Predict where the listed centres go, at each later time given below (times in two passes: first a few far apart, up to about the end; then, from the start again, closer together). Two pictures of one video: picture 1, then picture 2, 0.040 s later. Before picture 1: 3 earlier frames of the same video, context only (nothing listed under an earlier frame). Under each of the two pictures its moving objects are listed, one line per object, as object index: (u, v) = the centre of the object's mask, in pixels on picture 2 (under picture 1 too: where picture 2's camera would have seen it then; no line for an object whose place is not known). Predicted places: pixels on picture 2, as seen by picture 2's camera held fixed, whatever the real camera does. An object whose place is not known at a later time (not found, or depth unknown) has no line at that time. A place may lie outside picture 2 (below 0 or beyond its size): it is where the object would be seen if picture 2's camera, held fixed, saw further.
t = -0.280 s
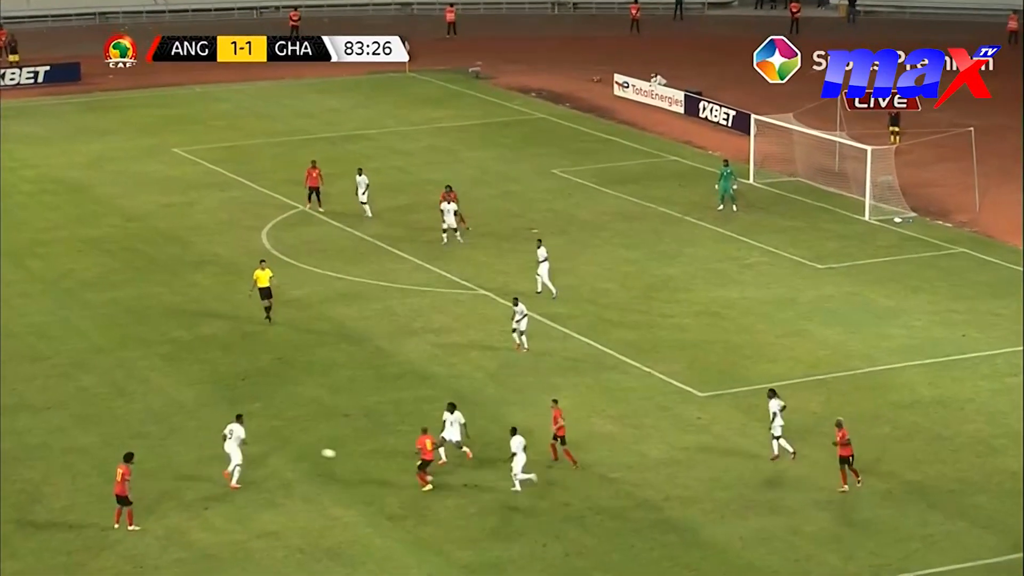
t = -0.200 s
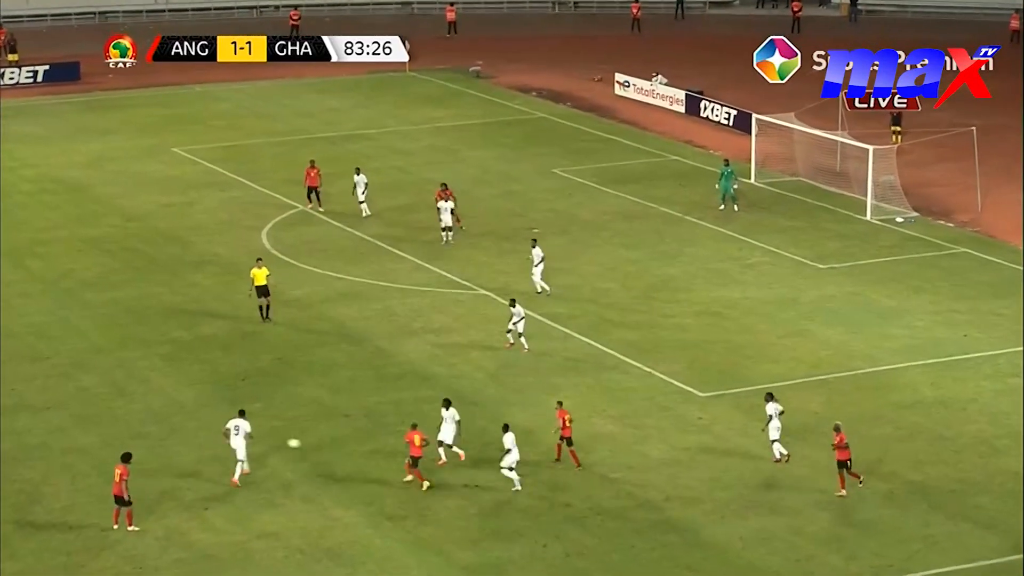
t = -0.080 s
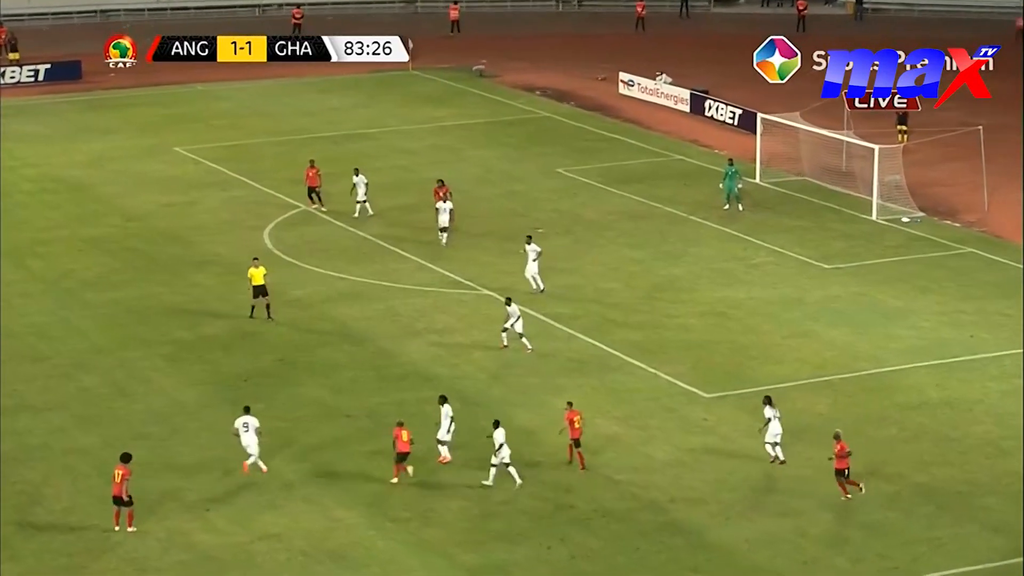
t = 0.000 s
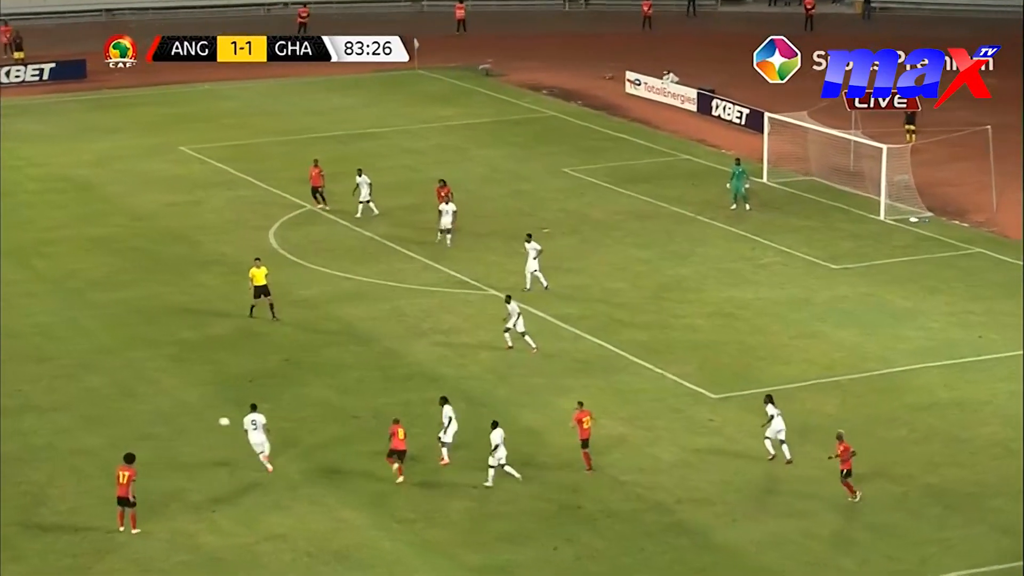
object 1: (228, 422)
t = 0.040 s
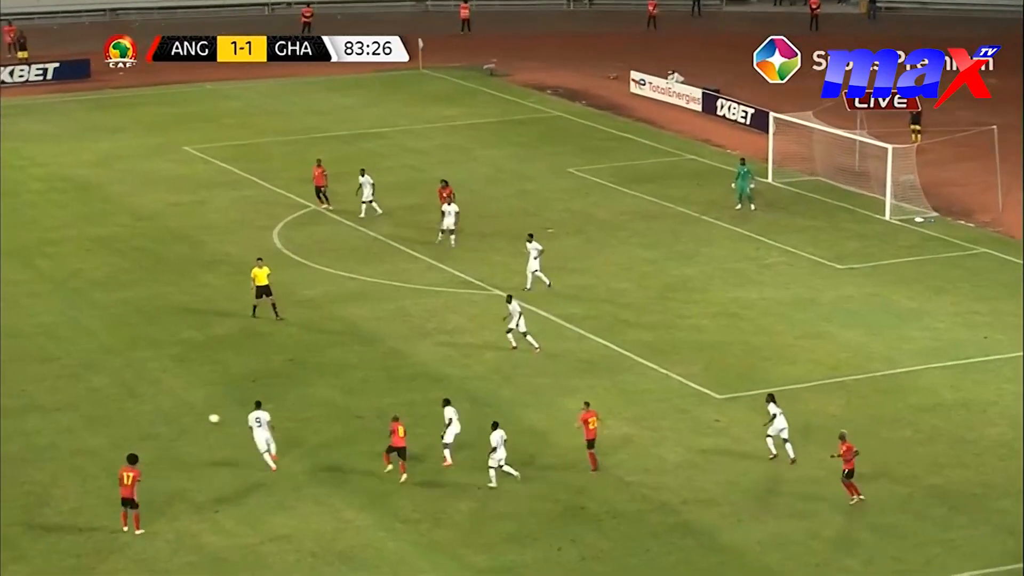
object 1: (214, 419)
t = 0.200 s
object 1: (163, 404)
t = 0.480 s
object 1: (91, 385)
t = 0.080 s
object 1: (200, 416)
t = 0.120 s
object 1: (187, 412)
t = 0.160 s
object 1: (175, 407)
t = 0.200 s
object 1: (163, 404)
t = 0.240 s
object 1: (152, 401)
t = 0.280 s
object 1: (140, 399)
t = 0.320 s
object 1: (130, 396)
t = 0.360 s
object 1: (120, 393)
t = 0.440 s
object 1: (100, 387)
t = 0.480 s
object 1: (91, 385)
